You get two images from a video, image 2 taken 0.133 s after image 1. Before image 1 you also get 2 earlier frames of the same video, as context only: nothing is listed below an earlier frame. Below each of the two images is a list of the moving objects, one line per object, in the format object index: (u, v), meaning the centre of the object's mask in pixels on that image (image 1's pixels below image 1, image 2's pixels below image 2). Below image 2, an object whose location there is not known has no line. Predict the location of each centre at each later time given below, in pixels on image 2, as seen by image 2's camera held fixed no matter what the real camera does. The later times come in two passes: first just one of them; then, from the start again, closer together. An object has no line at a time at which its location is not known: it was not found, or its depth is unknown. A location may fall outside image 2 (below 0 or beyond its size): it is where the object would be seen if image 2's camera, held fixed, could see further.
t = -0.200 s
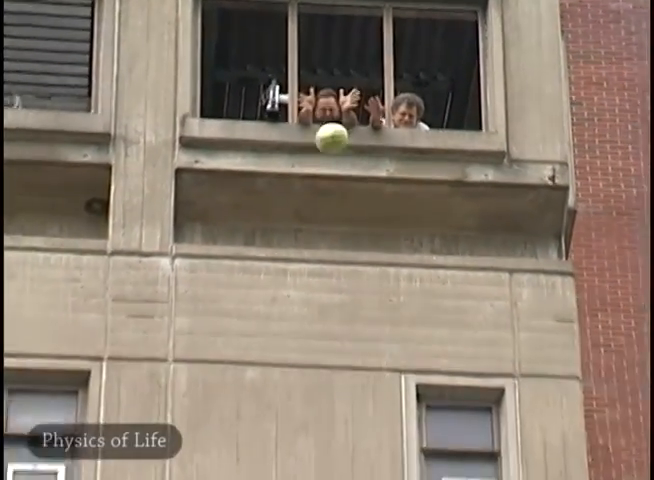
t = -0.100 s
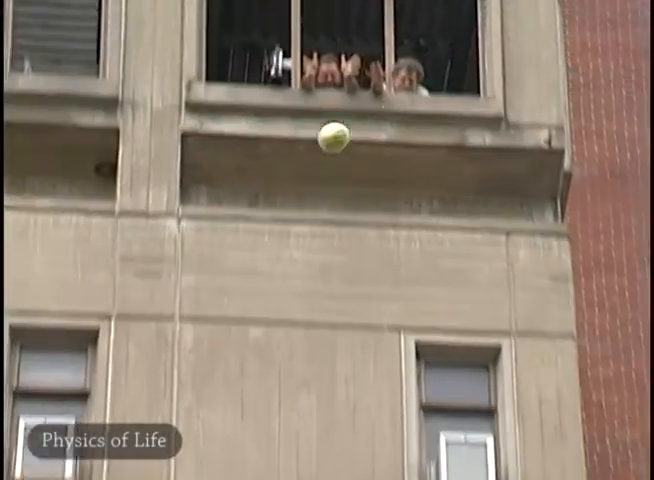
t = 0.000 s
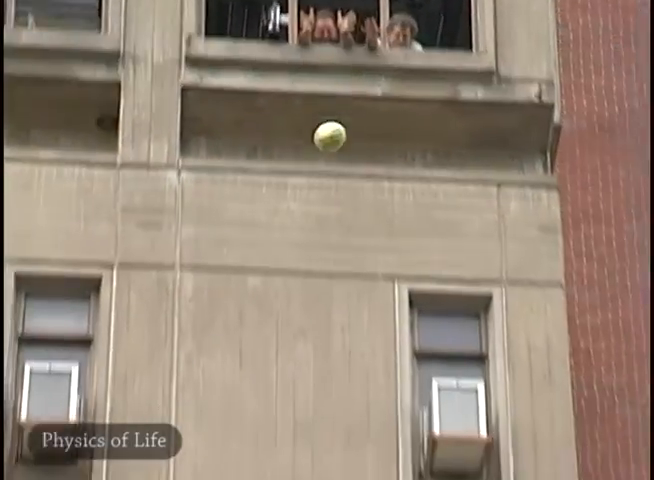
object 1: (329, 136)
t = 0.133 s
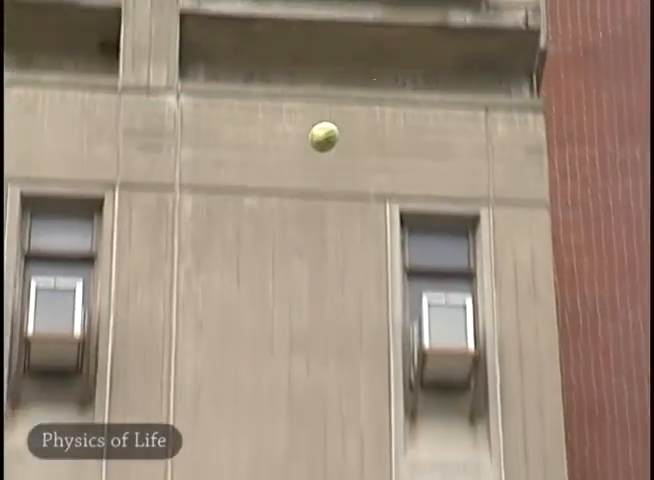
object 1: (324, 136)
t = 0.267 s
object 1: (324, 233)
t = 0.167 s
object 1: (324, 158)
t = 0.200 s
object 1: (324, 182)
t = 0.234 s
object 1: (324, 206)
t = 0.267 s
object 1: (324, 233)
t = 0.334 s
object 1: (325, 290)
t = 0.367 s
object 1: (326, 322)
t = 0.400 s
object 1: (325, 353)
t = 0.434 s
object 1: (327, 391)
